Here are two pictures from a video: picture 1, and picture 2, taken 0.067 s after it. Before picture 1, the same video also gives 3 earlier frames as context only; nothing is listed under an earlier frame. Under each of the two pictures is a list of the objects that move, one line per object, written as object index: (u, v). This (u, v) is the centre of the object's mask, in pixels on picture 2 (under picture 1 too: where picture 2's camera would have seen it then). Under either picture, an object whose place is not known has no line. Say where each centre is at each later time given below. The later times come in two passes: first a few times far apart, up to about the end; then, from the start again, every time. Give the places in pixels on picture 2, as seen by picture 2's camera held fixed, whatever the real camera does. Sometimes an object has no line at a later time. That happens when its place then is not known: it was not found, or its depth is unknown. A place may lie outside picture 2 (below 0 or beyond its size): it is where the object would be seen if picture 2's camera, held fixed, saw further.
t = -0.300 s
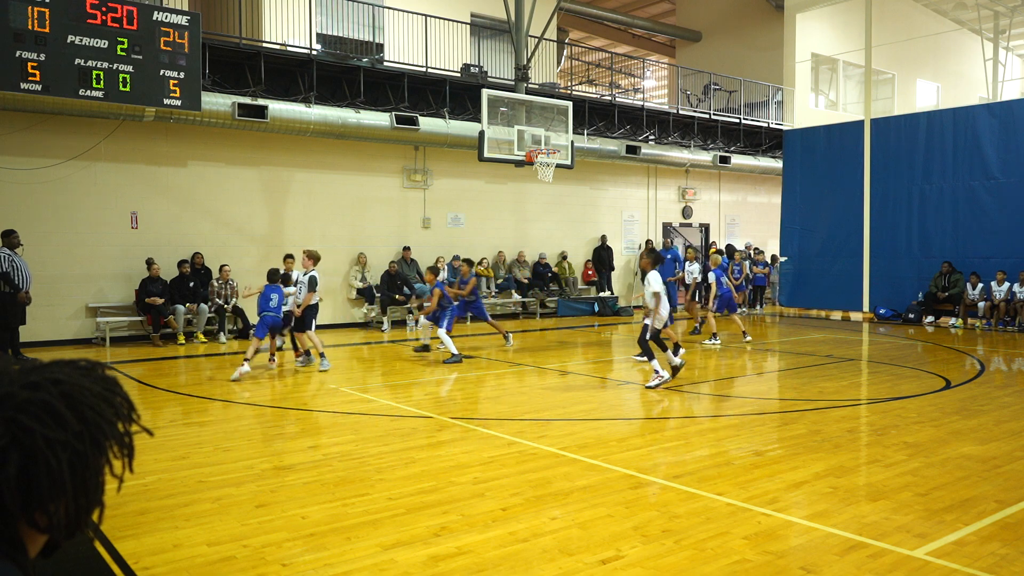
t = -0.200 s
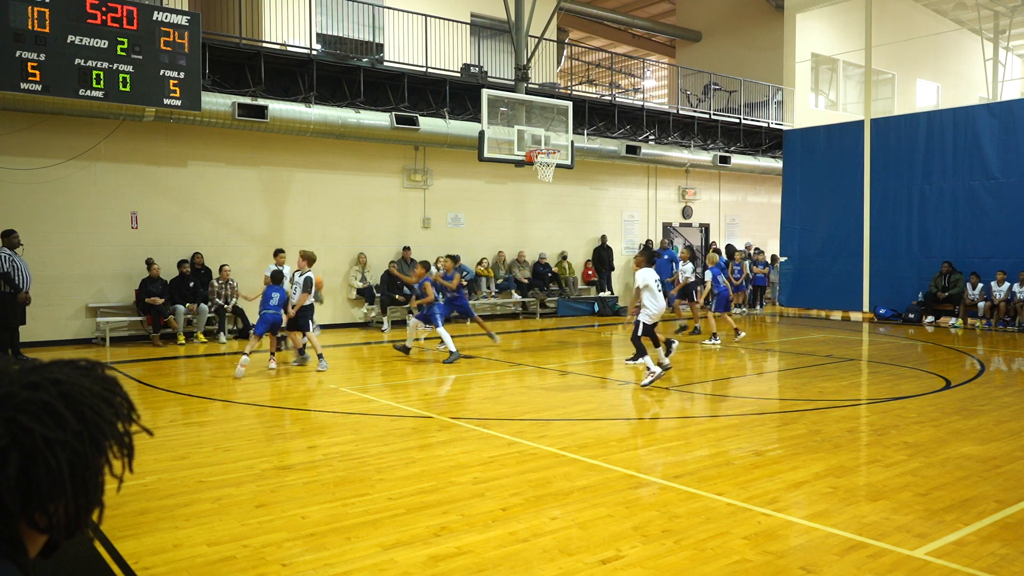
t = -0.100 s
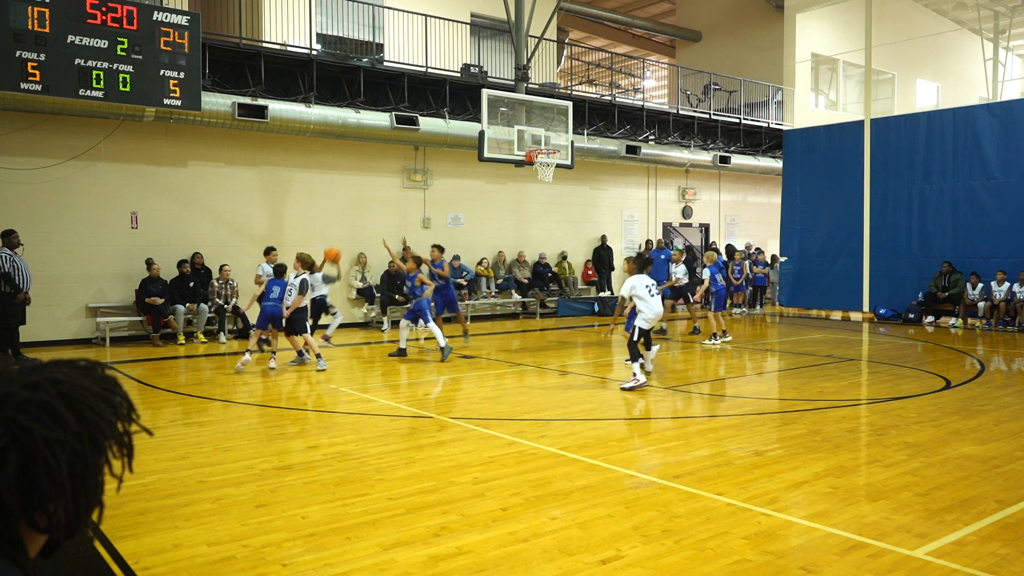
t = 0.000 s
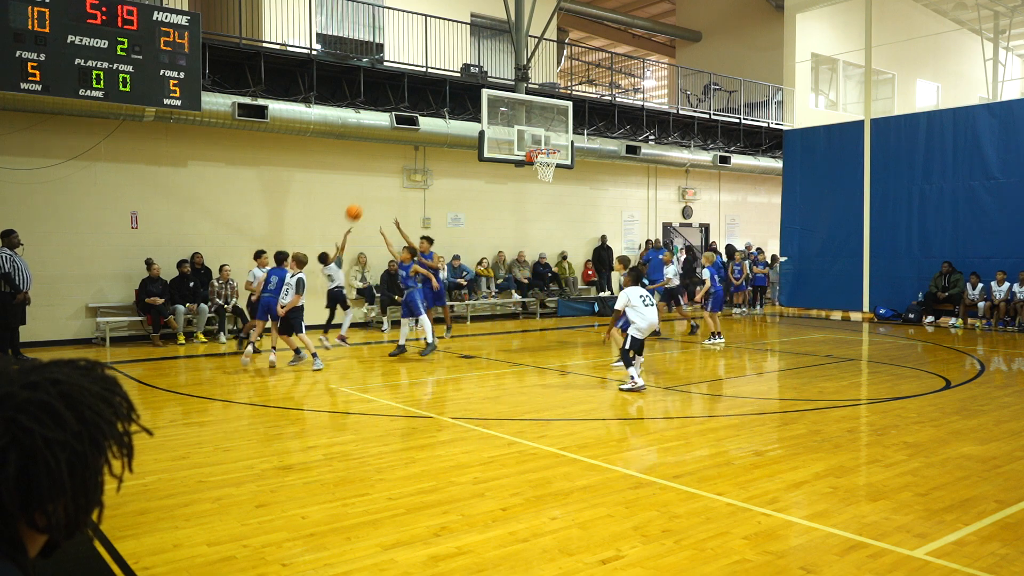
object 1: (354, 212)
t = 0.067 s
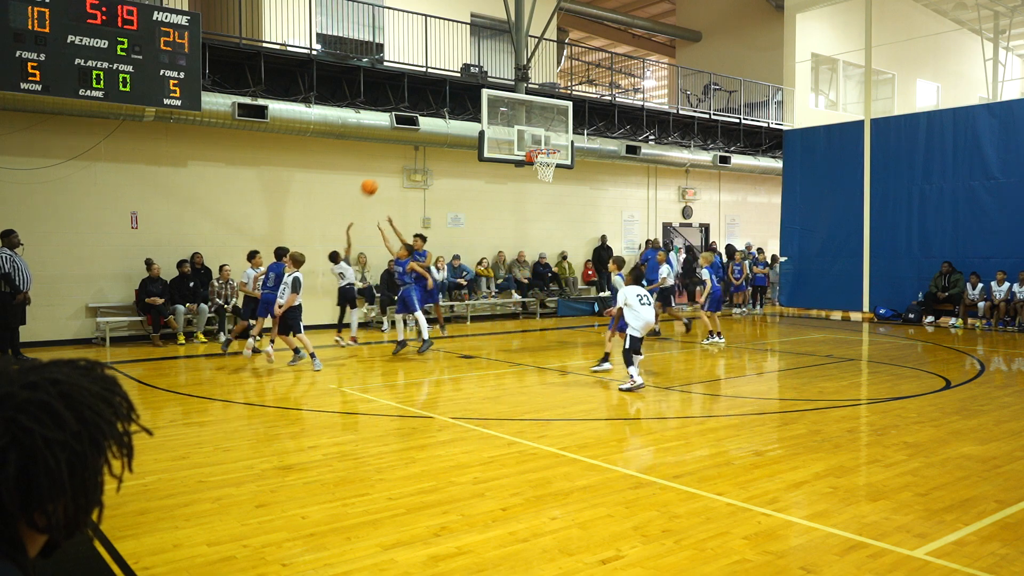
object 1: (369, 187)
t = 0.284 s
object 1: (416, 129)
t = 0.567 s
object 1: (473, 105)
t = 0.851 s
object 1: (524, 132)
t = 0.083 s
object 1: (373, 181)
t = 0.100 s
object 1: (377, 175)
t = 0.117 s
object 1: (380, 170)
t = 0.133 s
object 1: (384, 165)
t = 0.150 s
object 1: (388, 160)
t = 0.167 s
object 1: (392, 155)
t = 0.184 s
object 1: (395, 151)
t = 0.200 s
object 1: (399, 146)
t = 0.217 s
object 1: (402, 143)
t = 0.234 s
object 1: (406, 139)
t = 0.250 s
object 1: (409, 135)
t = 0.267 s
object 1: (413, 132)
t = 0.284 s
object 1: (416, 129)
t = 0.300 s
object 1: (420, 126)
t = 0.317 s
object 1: (424, 123)
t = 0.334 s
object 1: (428, 120)
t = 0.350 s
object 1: (431, 117)
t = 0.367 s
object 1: (434, 115)
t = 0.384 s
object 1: (437, 114)
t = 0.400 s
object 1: (440, 112)
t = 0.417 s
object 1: (444, 111)
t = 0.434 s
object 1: (447, 109)
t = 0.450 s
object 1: (450, 108)
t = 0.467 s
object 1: (453, 107)
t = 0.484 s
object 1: (457, 106)
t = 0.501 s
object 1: (460, 106)
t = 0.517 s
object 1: (463, 106)
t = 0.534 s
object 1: (466, 105)
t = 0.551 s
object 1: (470, 105)
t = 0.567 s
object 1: (473, 105)
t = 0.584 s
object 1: (475, 105)
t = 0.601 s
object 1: (478, 106)
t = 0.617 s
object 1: (482, 107)
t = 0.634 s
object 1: (485, 107)
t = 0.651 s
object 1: (489, 108)
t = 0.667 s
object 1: (492, 110)
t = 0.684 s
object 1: (494, 111)
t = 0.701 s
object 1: (497, 112)
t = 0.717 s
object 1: (501, 113)
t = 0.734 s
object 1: (504, 116)
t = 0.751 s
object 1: (507, 118)
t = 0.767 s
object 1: (509, 119)
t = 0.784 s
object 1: (512, 122)
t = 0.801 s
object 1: (515, 124)
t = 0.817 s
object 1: (518, 127)
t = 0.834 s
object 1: (521, 130)
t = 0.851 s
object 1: (524, 132)
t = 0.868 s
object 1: (526, 136)
